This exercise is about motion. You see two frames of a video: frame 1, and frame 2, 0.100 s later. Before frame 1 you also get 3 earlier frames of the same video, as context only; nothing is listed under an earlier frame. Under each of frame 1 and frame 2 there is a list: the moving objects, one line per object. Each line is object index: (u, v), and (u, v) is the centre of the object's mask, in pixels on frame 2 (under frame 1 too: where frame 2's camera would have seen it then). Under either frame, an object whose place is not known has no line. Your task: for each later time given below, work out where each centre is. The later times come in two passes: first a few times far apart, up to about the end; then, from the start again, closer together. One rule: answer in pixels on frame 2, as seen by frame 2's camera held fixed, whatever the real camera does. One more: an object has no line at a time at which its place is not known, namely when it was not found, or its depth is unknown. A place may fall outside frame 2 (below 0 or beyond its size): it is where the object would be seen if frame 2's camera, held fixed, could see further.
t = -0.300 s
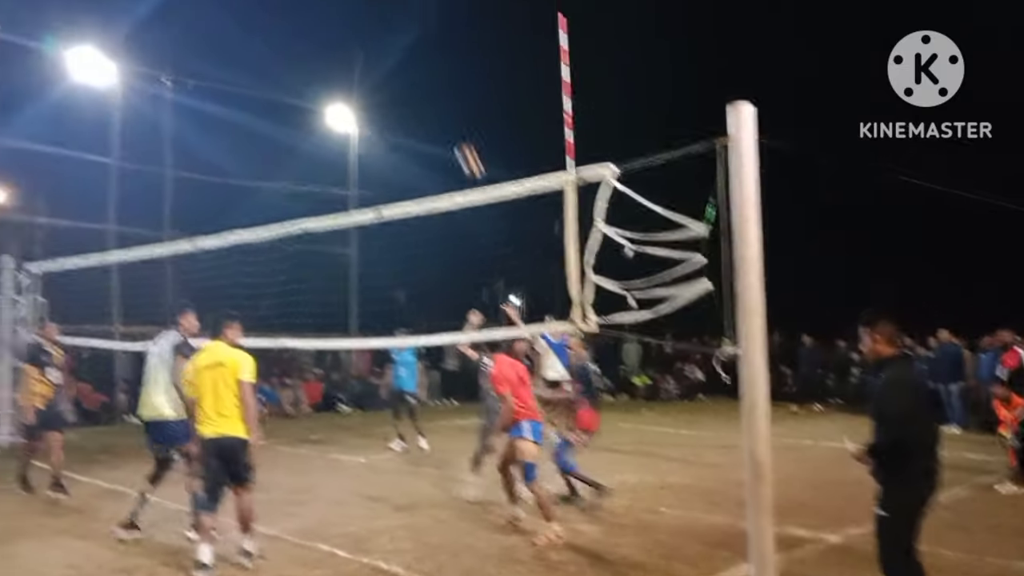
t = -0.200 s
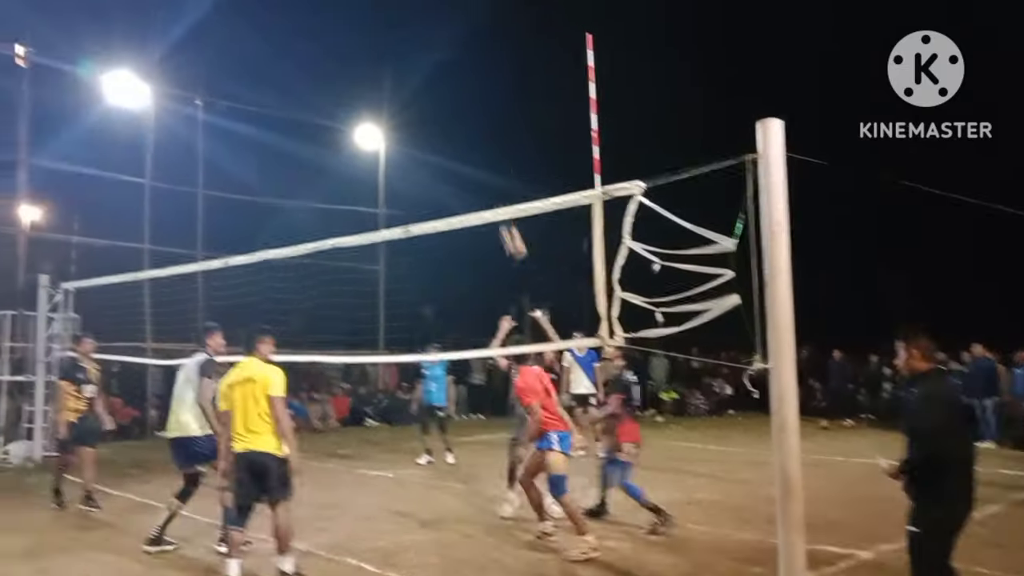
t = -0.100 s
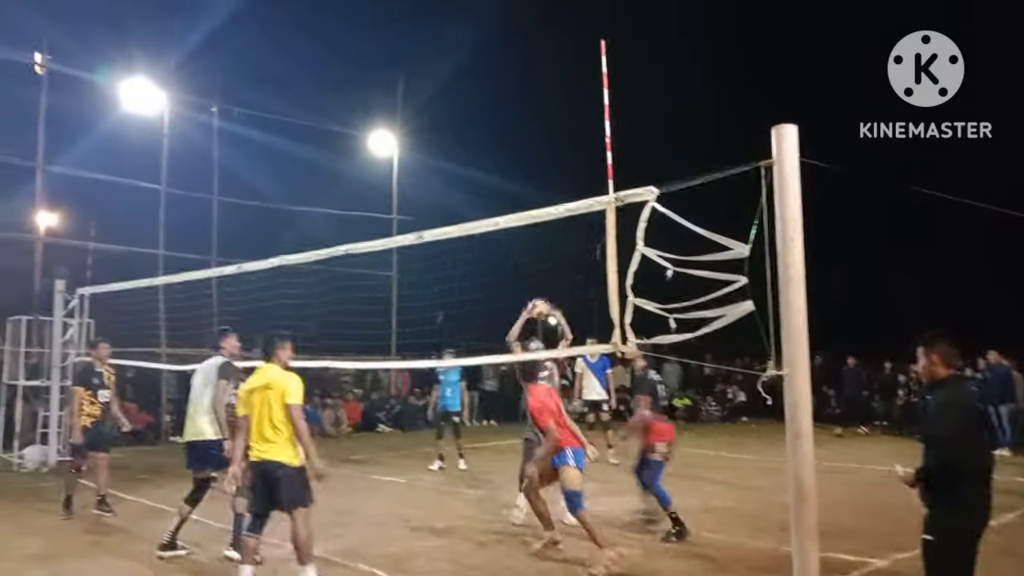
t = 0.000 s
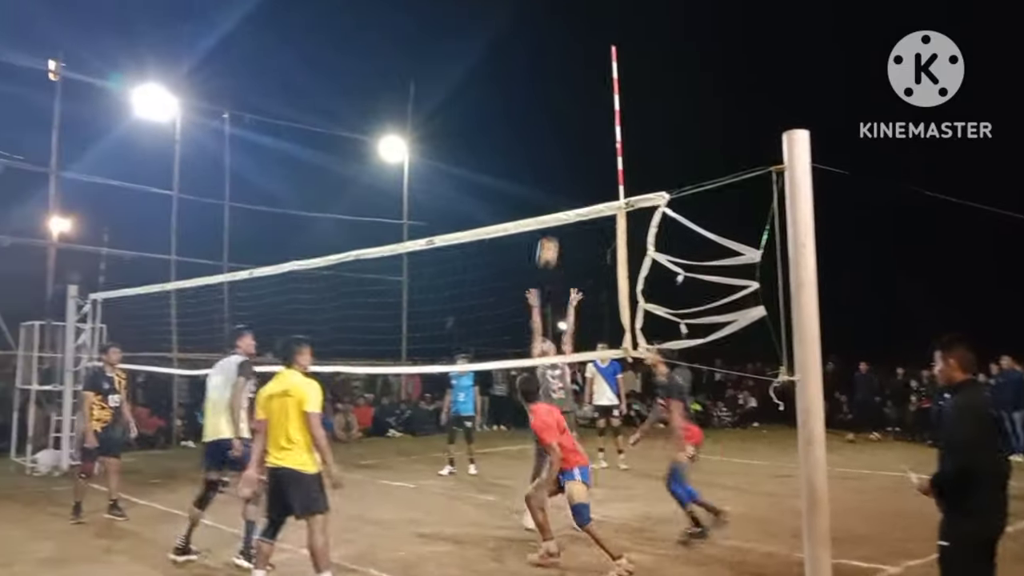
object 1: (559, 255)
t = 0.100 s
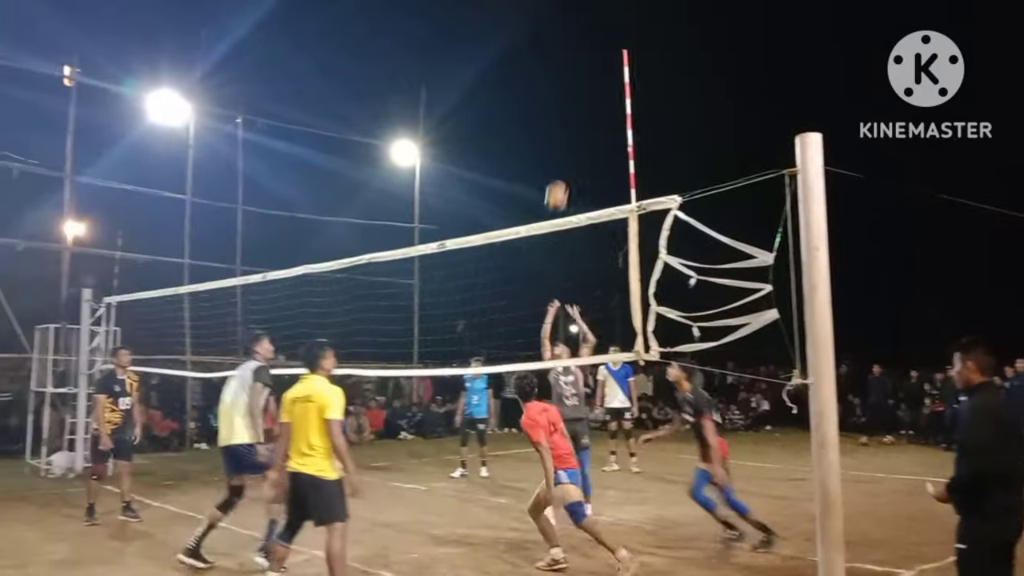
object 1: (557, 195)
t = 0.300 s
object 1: (549, 103)
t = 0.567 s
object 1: (542, 40)
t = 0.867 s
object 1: (531, 53)
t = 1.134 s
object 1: (516, 159)
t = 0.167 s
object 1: (554, 161)
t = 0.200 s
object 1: (553, 144)
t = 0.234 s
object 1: (552, 129)
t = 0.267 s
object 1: (551, 116)
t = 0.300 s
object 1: (549, 103)
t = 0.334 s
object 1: (549, 92)
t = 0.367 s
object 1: (548, 82)
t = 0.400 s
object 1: (547, 72)
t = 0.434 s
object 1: (546, 63)
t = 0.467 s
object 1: (545, 56)
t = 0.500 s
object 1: (544, 49)
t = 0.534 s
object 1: (543, 44)
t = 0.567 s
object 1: (542, 40)
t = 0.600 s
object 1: (541, 36)
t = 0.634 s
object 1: (540, 34)
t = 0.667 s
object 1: (539, 34)
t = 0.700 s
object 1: (538, 34)
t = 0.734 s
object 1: (536, 36)
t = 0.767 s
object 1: (535, 37)
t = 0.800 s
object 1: (533, 42)
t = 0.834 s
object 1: (532, 46)
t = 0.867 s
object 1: (531, 53)
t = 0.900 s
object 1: (529, 61)
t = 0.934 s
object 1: (528, 71)
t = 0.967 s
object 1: (526, 82)
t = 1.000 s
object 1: (524, 94)
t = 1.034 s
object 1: (522, 108)
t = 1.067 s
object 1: (520, 124)
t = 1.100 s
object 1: (518, 141)
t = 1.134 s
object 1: (516, 159)
